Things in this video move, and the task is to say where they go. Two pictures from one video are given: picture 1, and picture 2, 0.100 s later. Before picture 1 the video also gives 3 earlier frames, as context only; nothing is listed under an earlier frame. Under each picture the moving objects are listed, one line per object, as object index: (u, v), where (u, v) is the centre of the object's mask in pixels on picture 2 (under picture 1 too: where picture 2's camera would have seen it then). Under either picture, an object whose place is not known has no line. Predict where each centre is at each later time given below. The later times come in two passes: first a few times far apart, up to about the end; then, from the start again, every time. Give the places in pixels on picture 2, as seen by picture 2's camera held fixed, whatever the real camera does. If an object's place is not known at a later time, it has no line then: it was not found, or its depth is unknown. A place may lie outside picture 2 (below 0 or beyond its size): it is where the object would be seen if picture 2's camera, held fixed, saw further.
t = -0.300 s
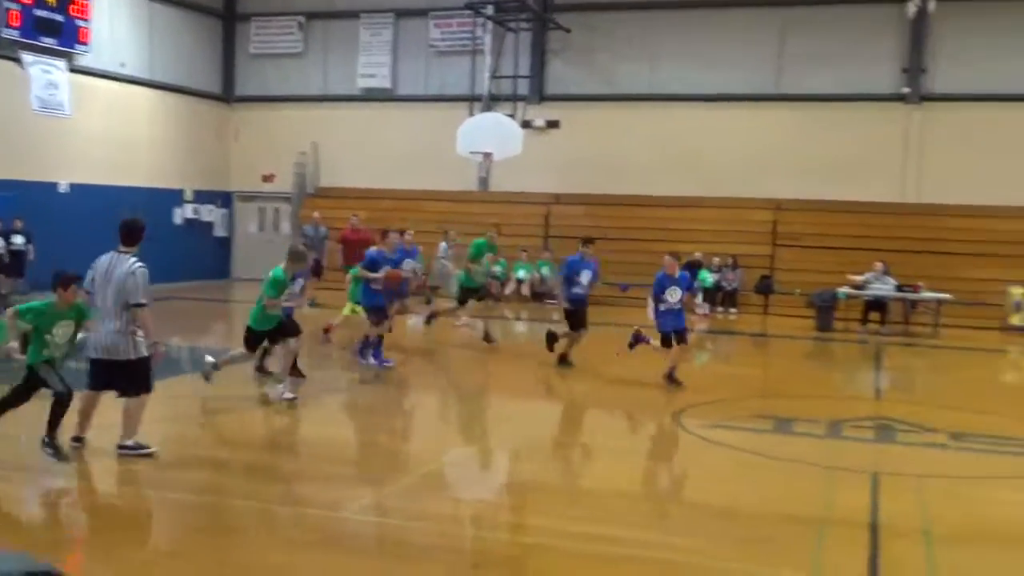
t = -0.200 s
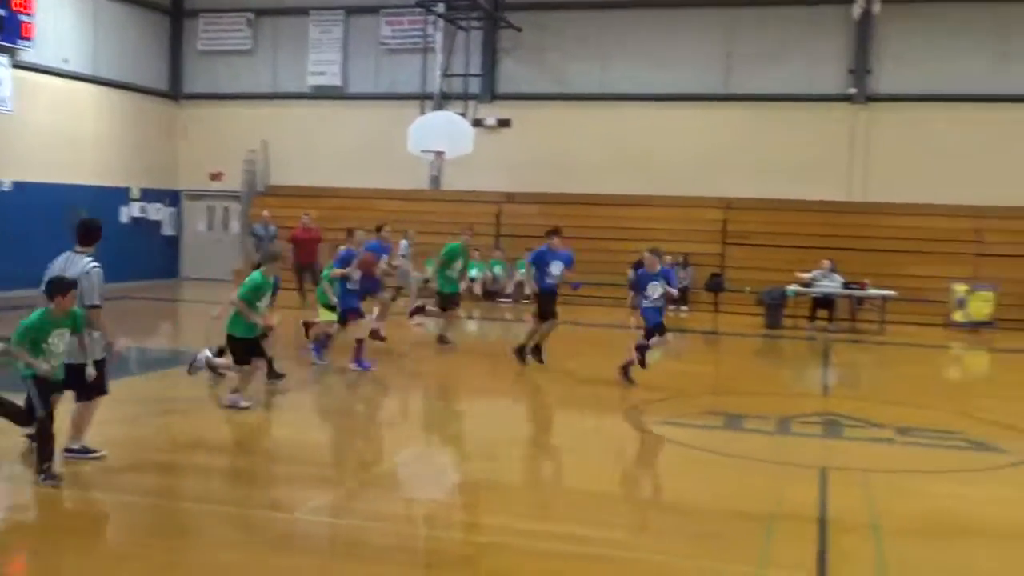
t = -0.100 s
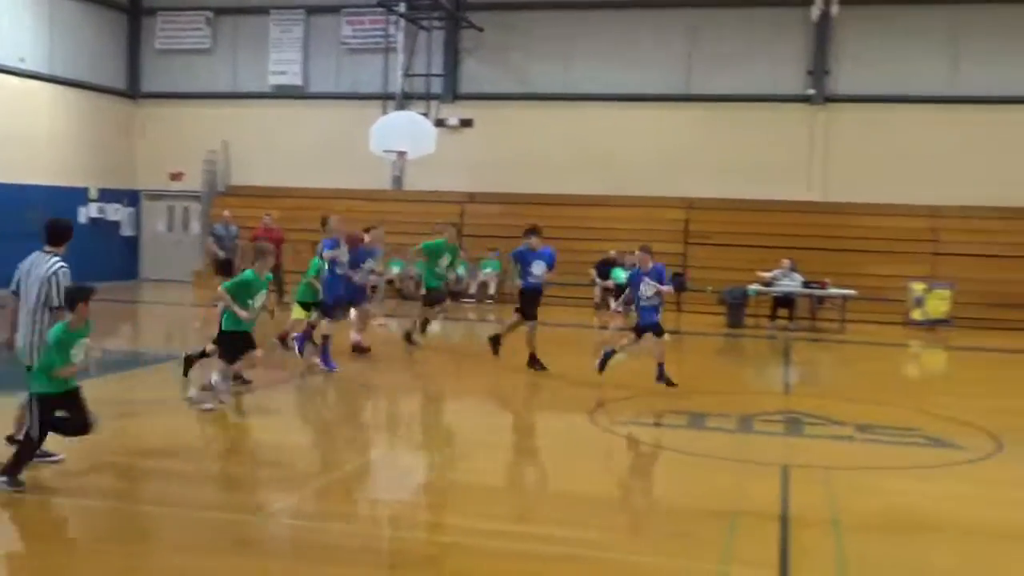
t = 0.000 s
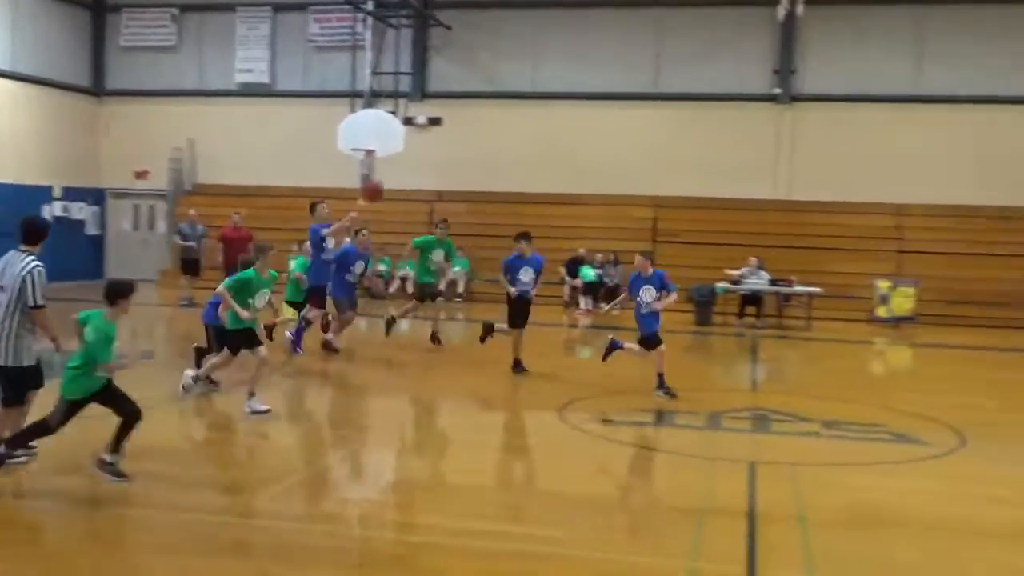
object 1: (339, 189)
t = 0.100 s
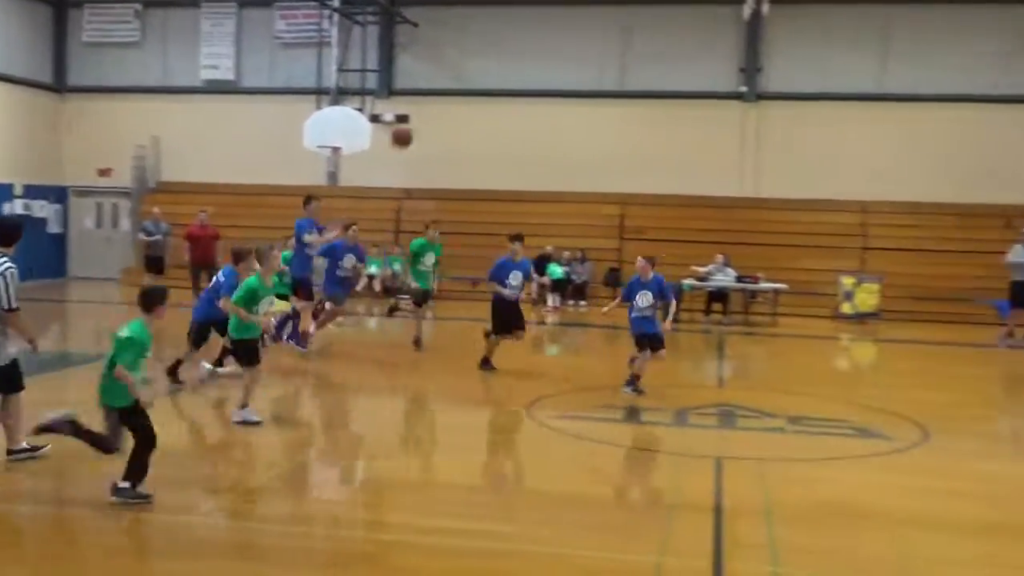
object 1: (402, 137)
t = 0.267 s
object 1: (511, 69)
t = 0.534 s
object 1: (695, 9)
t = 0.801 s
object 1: (901, 23)
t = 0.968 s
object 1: (1037, 75)
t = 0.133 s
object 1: (422, 122)
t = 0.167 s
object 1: (444, 106)
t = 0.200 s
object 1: (466, 94)
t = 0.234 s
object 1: (488, 81)
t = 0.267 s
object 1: (511, 69)
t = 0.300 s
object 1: (533, 57)
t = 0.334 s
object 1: (555, 48)
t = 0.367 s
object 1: (578, 40)
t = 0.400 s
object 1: (601, 31)
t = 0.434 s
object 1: (624, 24)
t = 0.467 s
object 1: (647, 18)
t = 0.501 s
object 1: (669, 13)
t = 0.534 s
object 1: (695, 9)
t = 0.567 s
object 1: (720, 6)
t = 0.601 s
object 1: (743, 4)
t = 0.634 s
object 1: (769, 4)
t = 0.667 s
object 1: (797, 5)
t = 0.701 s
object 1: (822, 7)
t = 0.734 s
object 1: (847, 12)
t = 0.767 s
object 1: (874, 15)
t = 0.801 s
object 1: (901, 23)
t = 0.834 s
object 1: (928, 31)
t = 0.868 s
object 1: (956, 39)
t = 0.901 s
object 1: (982, 50)
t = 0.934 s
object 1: (1009, 61)
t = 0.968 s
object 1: (1037, 75)
